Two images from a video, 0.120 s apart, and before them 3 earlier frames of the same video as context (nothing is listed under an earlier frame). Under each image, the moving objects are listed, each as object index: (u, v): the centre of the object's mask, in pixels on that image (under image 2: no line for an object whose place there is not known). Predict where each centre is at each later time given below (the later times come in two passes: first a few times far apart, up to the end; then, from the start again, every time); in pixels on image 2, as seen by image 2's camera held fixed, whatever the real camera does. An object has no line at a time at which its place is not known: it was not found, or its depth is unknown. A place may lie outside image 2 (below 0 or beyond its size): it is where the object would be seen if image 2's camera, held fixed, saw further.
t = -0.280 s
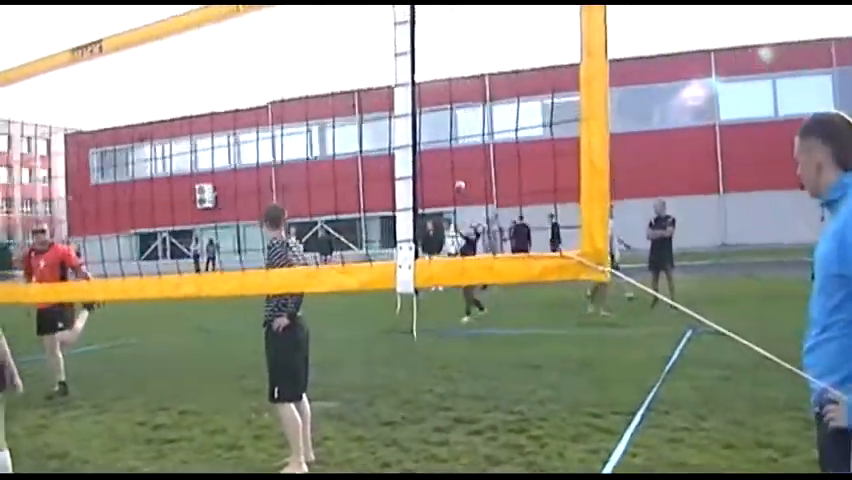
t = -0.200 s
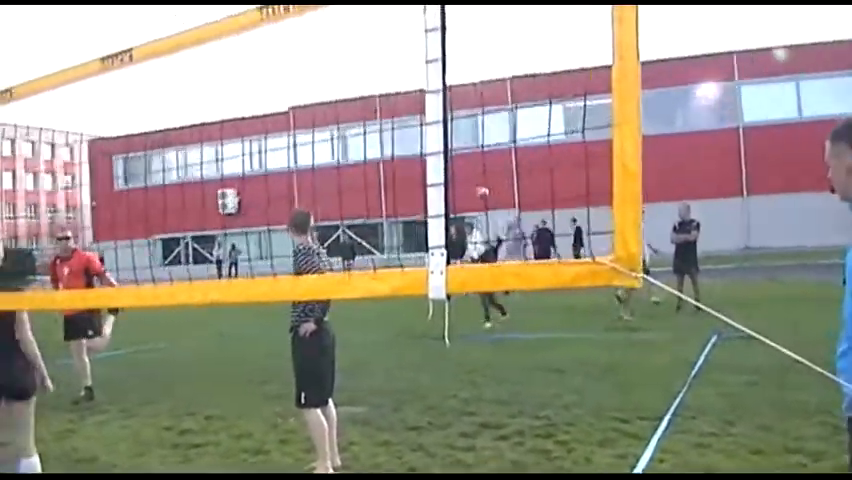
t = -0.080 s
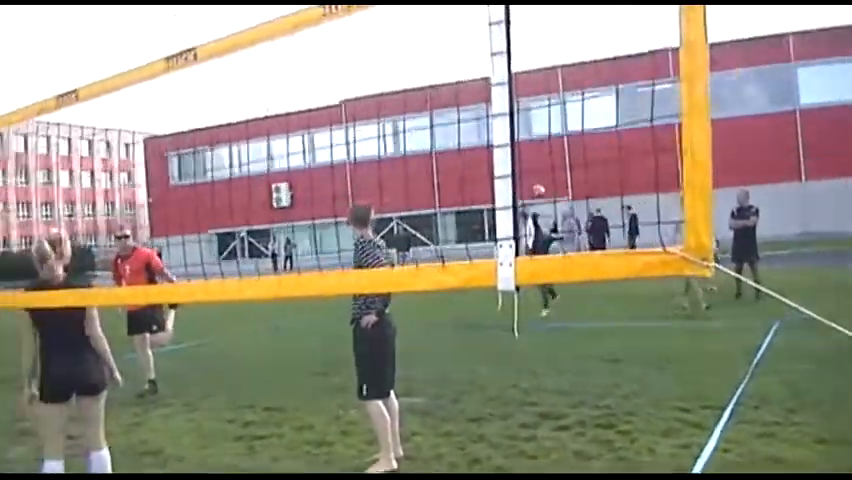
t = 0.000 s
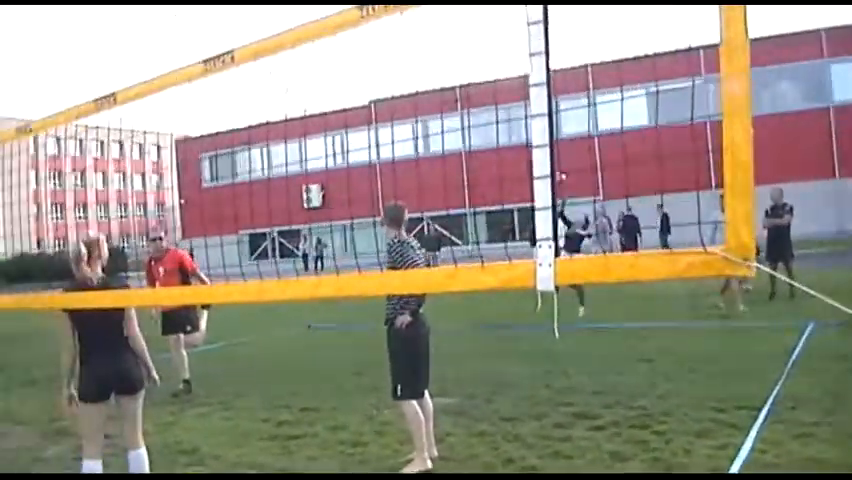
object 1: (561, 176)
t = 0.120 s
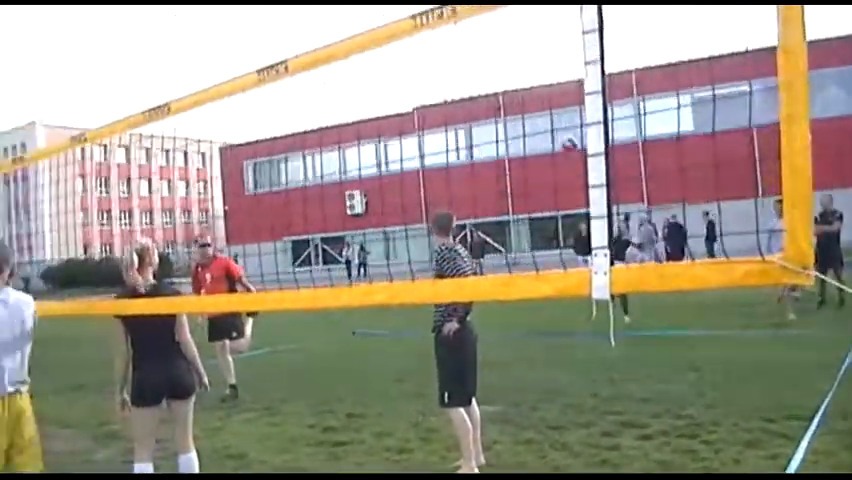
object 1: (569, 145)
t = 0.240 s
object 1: (526, 101)
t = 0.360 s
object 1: (472, 65)
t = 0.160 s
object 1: (556, 132)
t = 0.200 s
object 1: (542, 116)
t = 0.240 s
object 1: (526, 101)
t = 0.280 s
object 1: (509, 88)
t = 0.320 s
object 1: (492, 77)
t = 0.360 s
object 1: (472, 65)
